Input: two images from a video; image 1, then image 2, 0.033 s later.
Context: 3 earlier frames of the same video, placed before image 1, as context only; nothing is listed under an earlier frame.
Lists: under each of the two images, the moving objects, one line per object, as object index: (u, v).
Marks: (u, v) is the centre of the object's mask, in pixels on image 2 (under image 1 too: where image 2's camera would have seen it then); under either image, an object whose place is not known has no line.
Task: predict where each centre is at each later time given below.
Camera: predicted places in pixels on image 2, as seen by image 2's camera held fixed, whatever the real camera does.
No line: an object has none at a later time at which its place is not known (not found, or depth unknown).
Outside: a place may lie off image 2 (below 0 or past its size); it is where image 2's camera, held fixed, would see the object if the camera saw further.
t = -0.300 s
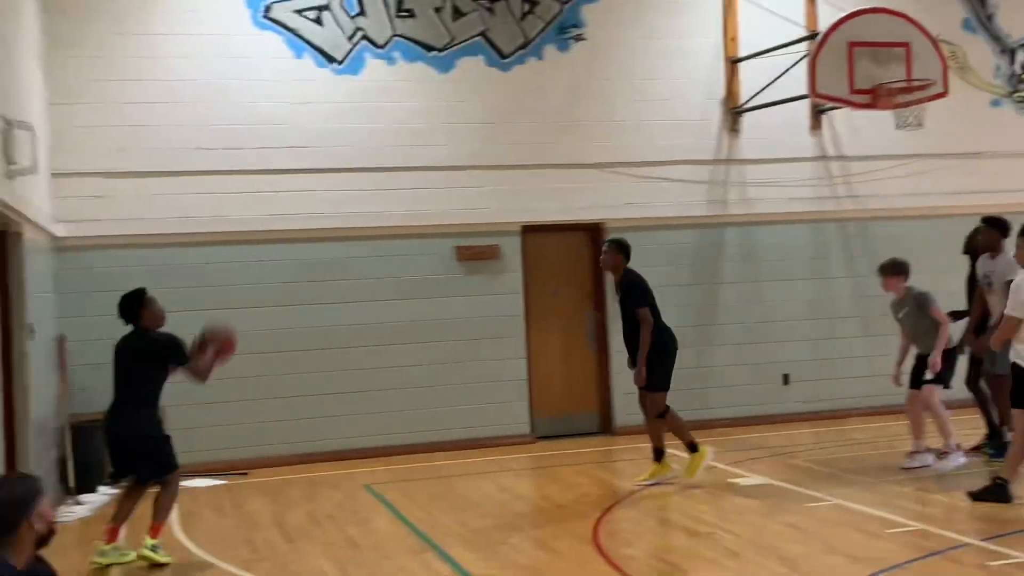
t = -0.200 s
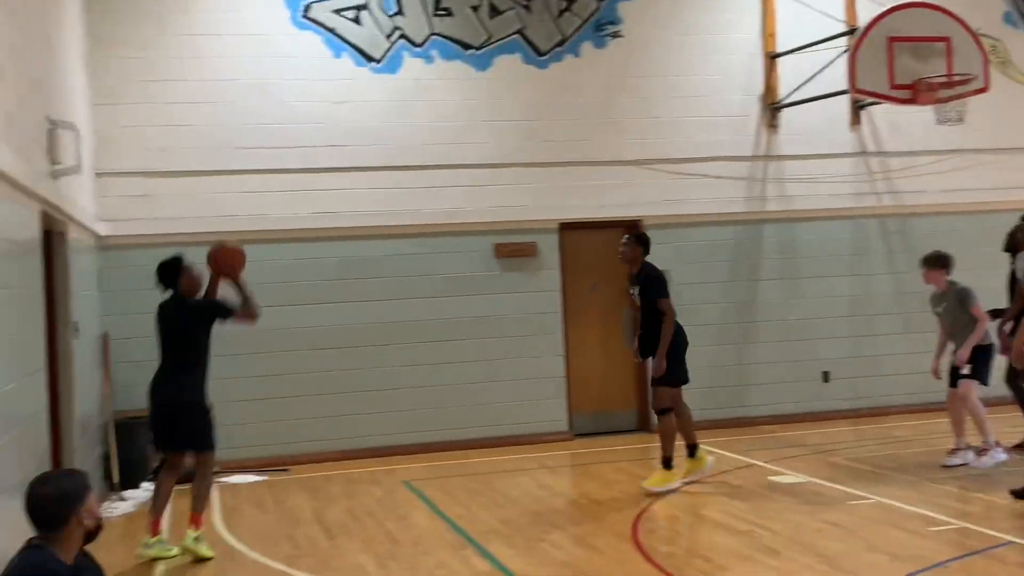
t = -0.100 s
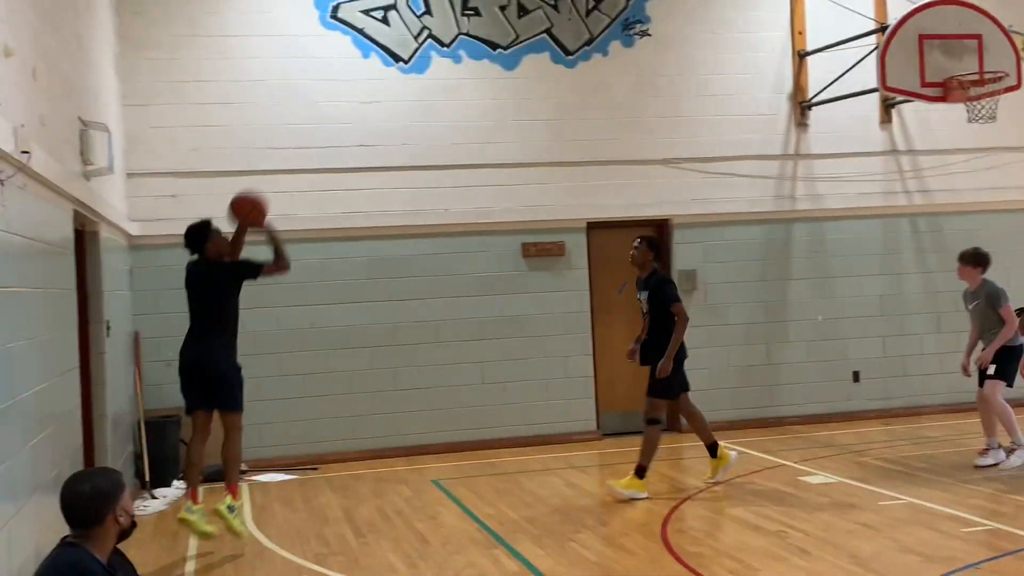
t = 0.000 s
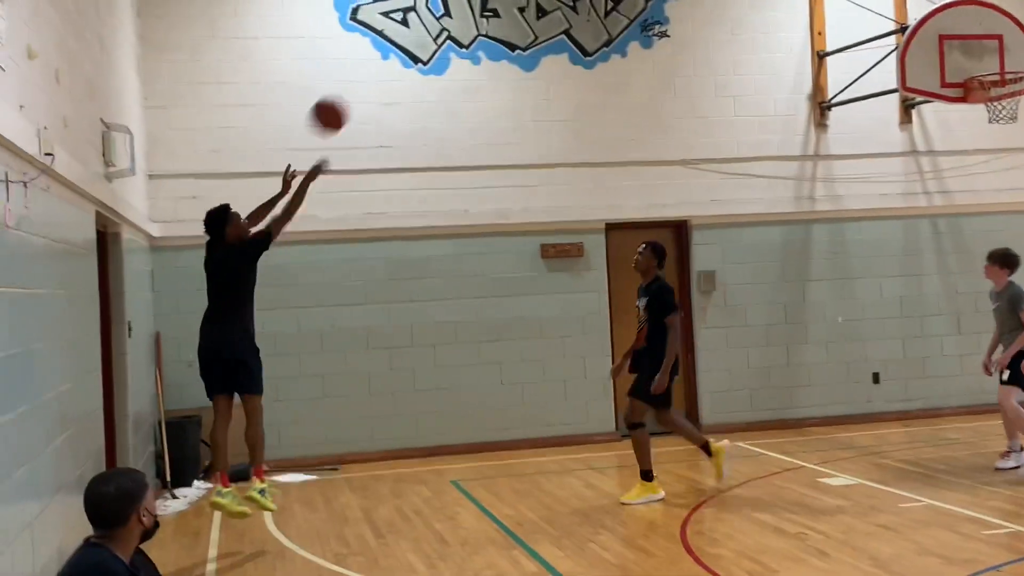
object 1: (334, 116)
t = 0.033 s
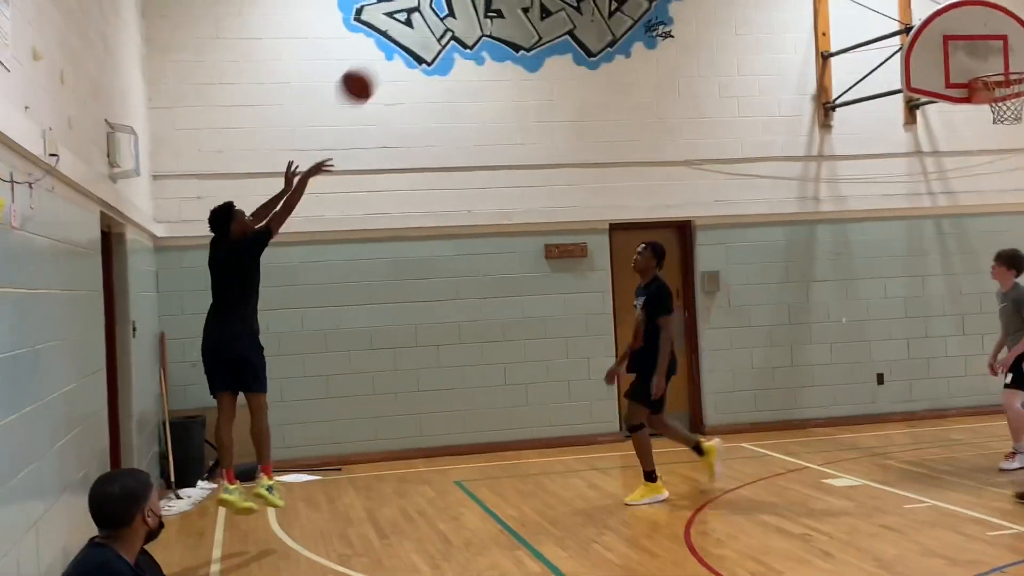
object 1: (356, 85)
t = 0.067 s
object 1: (380, 57)
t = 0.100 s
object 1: (403, 33)
